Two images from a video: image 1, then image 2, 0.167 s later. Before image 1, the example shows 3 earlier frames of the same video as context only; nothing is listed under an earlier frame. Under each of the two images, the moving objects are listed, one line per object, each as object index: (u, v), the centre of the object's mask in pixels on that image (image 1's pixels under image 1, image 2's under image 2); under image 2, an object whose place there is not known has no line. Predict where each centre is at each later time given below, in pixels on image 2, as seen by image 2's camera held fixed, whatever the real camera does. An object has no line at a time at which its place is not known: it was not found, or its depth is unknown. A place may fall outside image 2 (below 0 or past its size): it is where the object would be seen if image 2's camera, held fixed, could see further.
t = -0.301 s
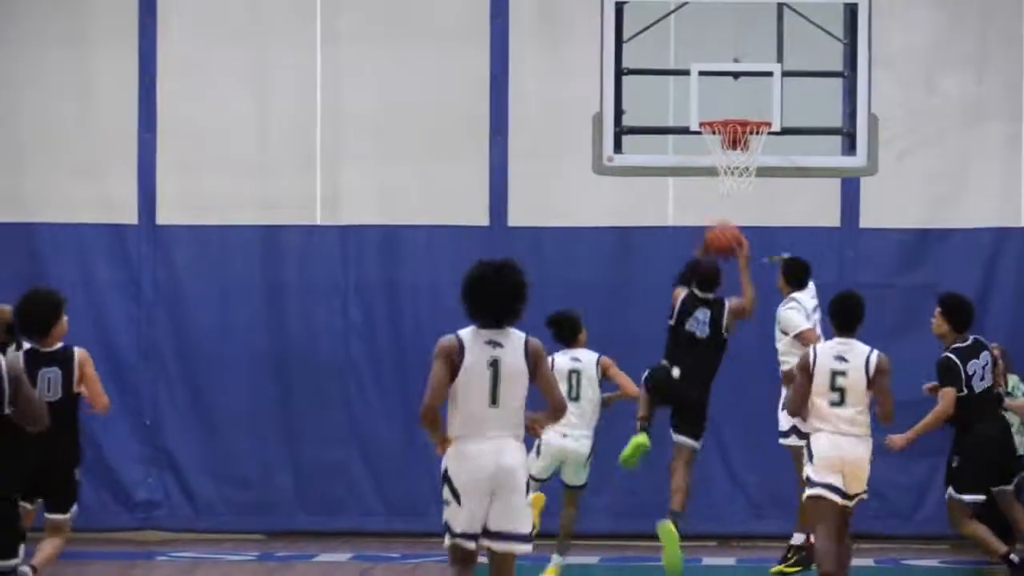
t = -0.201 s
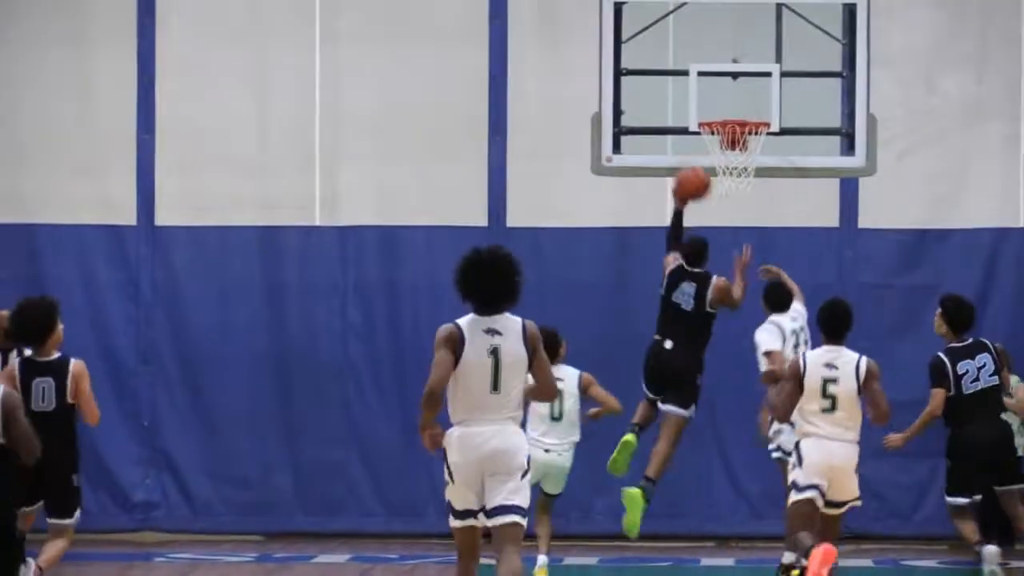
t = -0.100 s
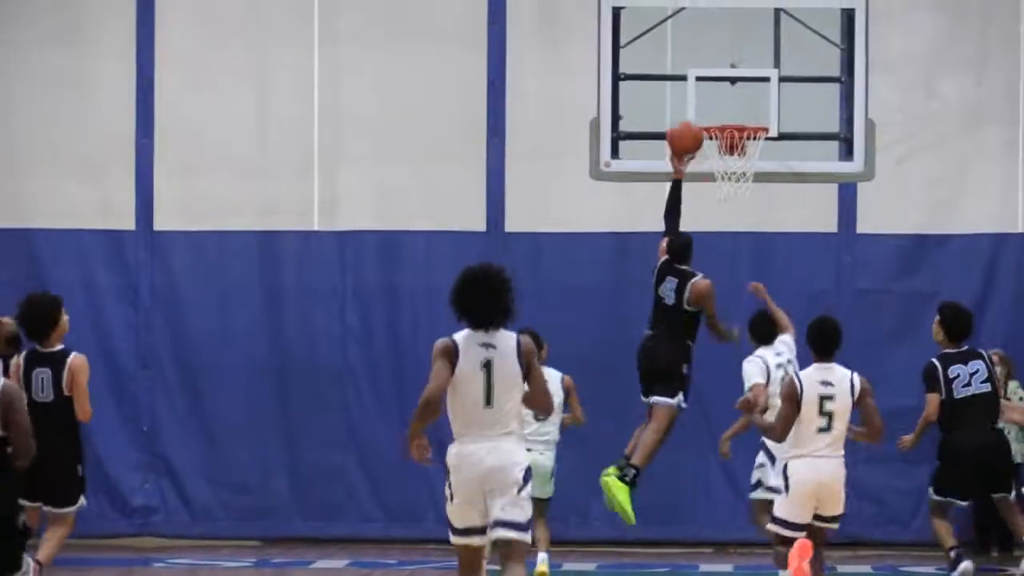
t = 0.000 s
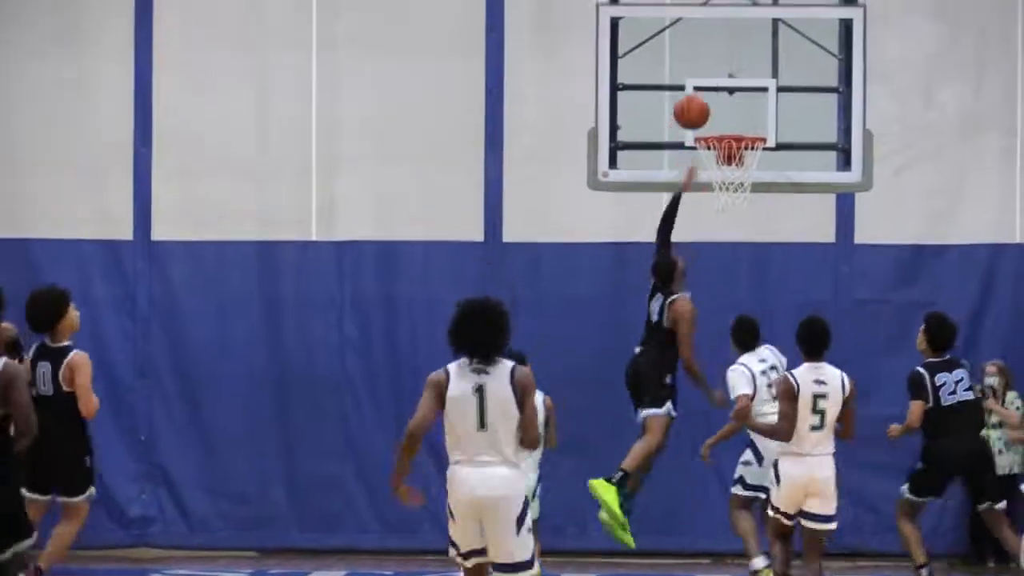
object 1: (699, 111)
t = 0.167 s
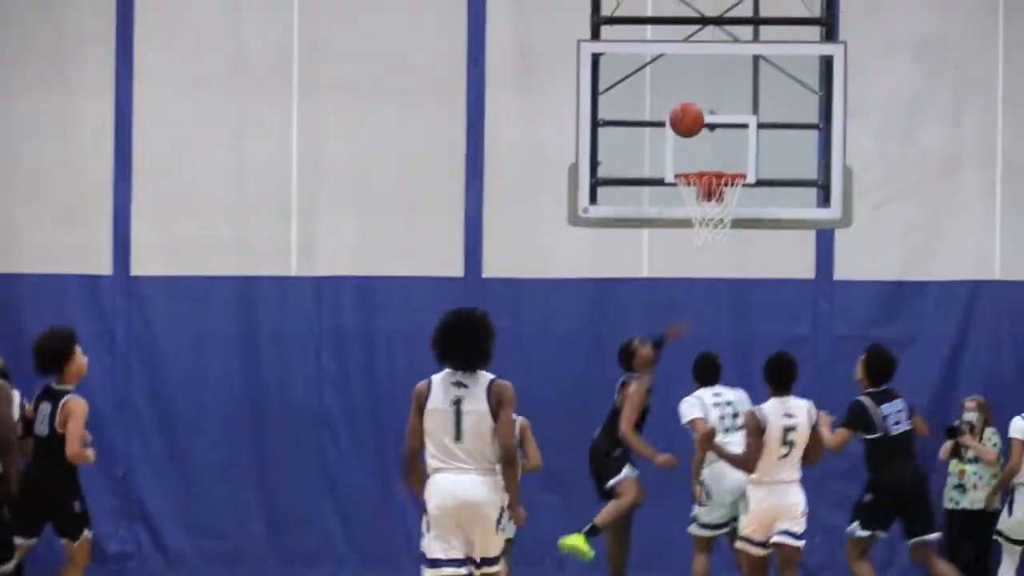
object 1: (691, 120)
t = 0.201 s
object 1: (695, 118)
